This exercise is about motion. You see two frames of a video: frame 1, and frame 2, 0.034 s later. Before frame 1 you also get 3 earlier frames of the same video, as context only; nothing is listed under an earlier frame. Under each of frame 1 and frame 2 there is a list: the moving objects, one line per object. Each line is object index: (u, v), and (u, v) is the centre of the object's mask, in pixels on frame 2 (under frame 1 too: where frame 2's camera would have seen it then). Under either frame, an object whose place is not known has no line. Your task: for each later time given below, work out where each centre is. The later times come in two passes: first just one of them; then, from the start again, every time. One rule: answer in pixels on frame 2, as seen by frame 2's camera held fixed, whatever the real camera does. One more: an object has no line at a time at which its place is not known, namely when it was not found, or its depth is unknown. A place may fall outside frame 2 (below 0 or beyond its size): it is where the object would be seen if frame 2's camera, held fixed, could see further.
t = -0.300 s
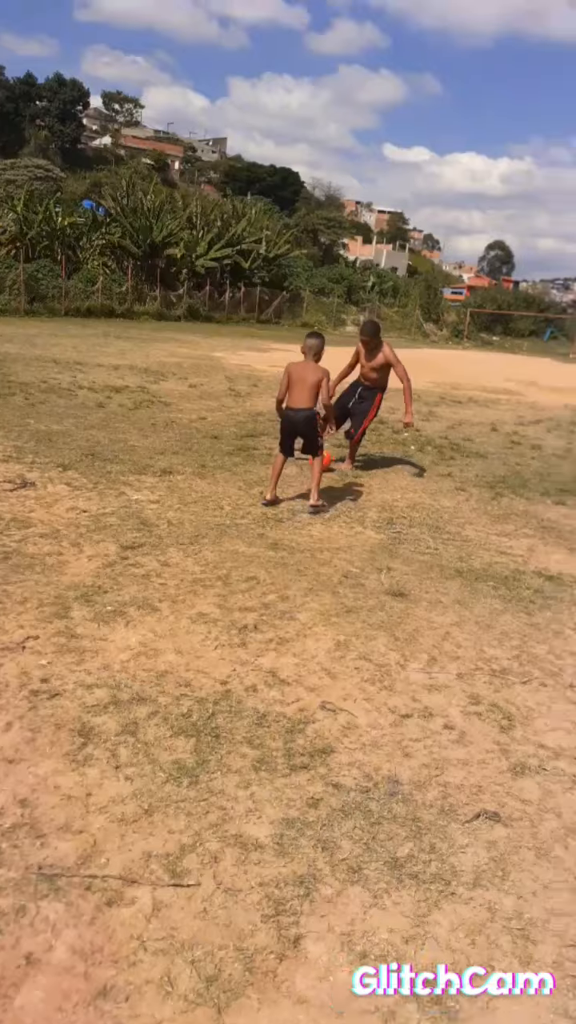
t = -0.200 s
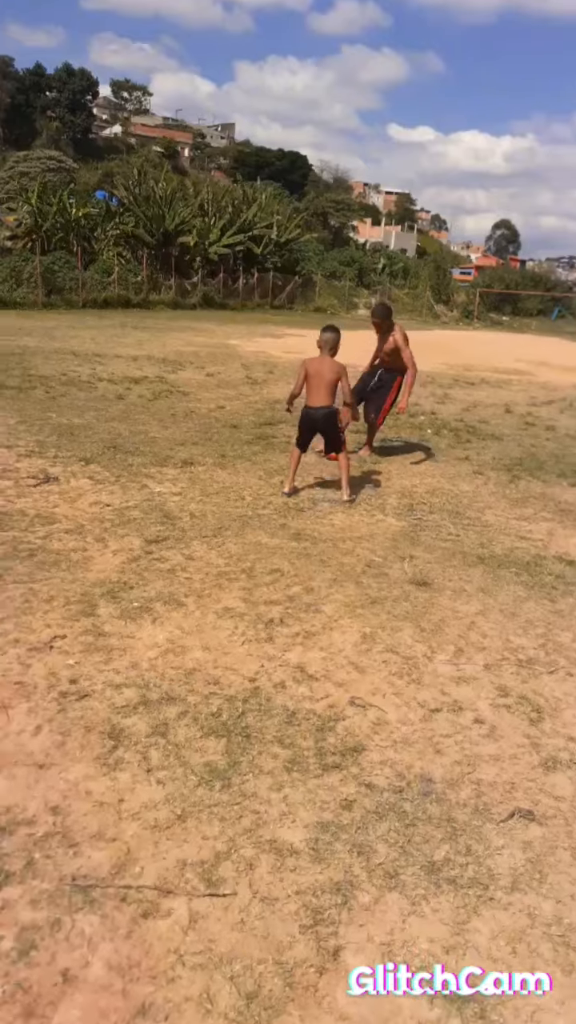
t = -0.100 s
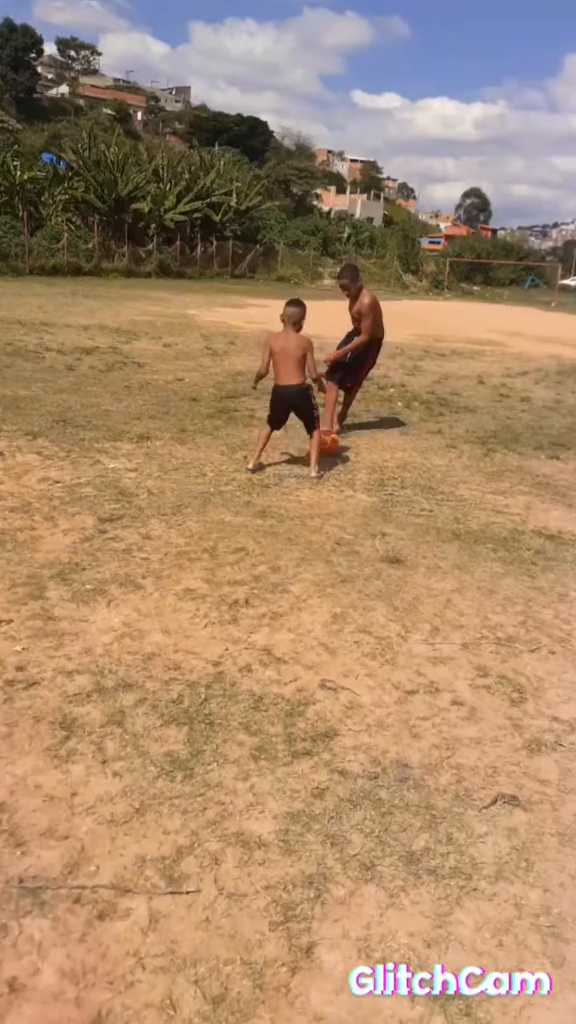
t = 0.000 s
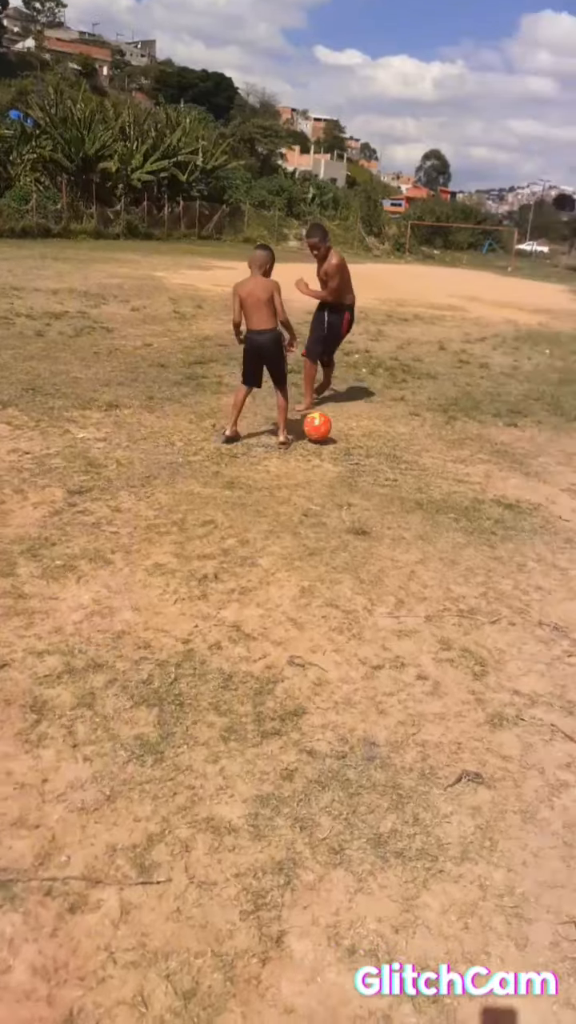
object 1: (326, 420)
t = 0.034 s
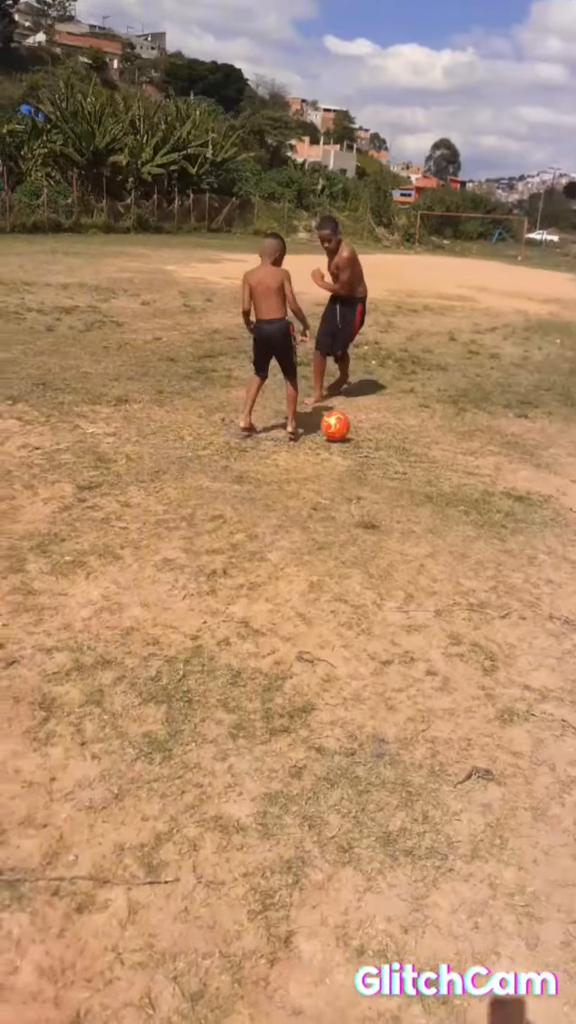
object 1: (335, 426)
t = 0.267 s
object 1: (396, 466)
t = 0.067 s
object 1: (345, 434)
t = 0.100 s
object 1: (354, 440)
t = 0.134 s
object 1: (363, 446)
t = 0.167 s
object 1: (373, 455)
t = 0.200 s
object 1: (381, 460)
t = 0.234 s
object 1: (388, 463)
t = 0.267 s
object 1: (396, 466)
